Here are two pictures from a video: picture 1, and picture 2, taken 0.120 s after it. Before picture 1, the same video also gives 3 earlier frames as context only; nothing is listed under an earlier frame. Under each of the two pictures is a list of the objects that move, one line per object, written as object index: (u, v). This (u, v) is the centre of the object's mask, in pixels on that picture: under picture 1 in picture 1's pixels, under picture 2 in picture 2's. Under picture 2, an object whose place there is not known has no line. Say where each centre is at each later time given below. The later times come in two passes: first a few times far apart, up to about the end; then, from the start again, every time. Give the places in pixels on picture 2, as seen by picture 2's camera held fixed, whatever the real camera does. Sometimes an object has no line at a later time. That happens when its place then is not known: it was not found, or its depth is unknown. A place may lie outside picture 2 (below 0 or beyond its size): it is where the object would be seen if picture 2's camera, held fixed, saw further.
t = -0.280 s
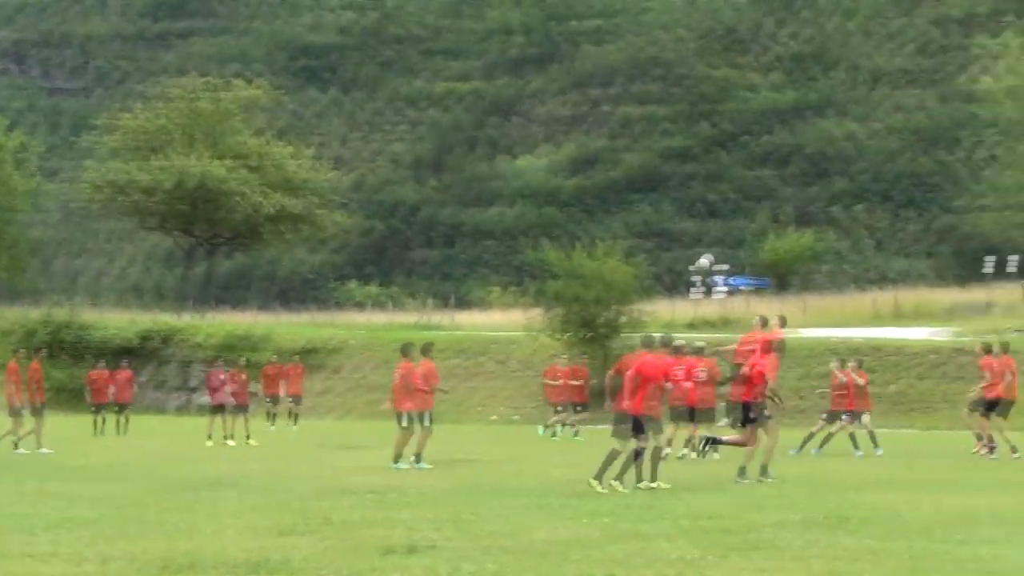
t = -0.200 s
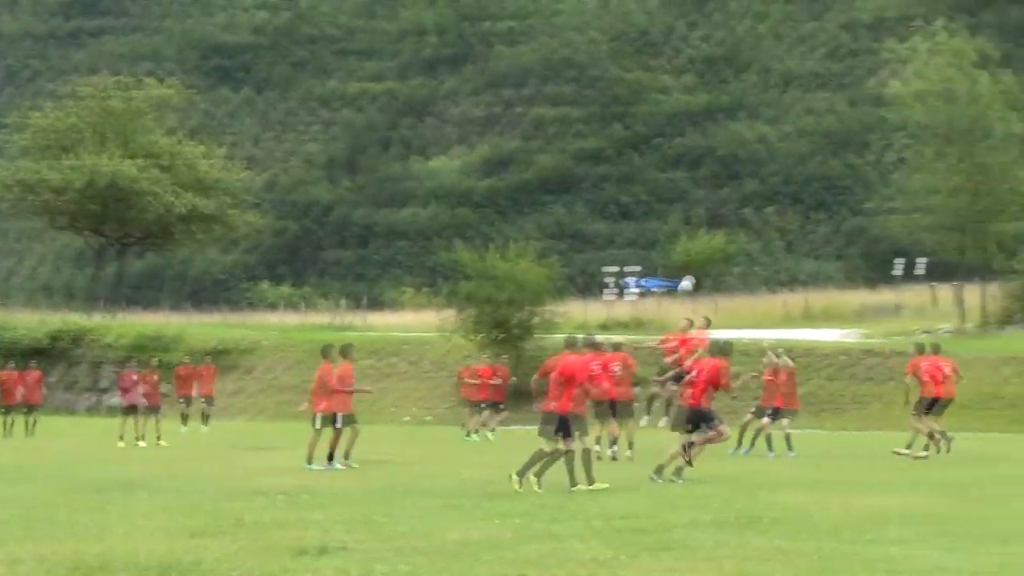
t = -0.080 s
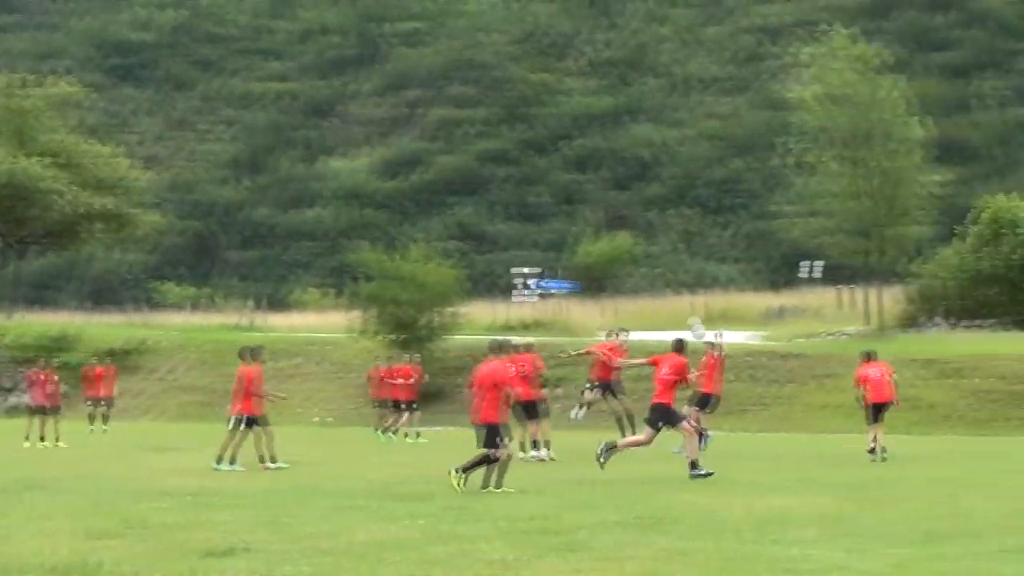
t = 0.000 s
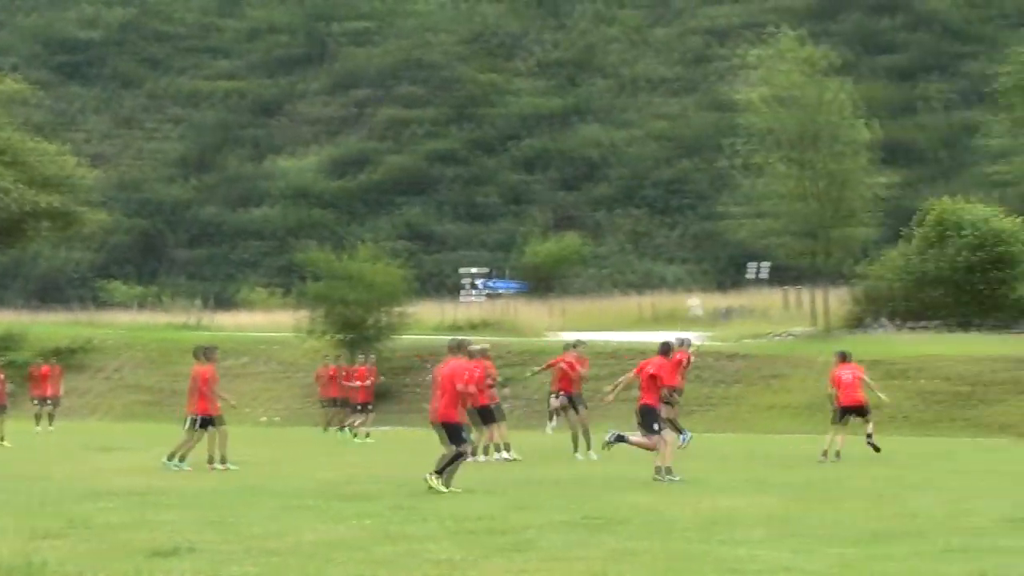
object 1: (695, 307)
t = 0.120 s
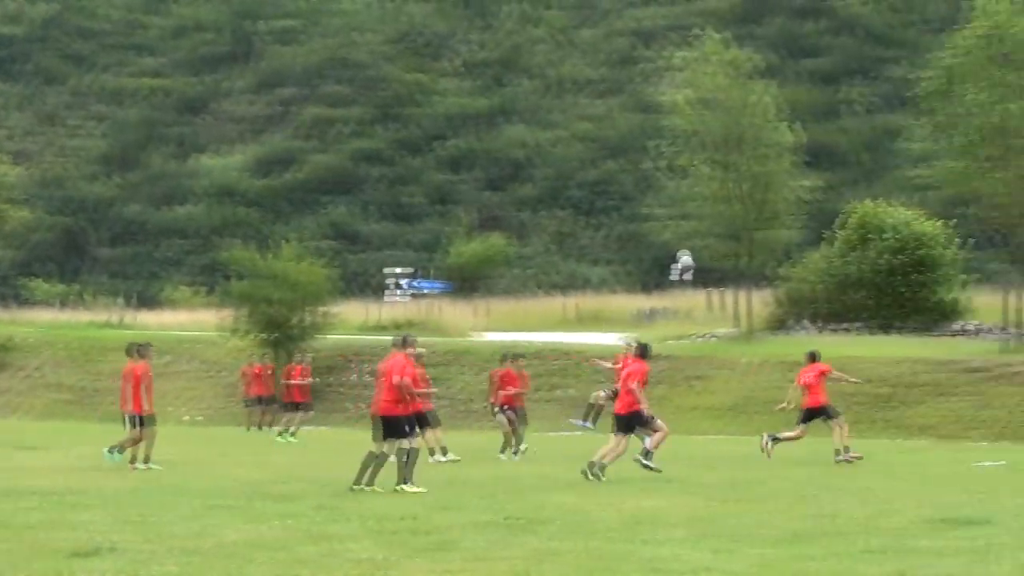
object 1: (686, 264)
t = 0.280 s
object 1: (777, 208)
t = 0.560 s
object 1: (946, 160)
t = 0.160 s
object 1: (707, 247)
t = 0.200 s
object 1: (731, 233)
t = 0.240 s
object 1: (754, 221)
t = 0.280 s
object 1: (777, 208)
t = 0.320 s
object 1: (800, 196)
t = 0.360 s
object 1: (824, 189)
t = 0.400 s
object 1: (848, 181)
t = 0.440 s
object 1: (872, 174)
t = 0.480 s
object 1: (896, 168)
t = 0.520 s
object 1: (921, 163)
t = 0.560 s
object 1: (946, 160)
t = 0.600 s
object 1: (971, 158)
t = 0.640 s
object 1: (997, 157)
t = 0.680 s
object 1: (1022, 157)
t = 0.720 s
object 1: (1048, 159)
